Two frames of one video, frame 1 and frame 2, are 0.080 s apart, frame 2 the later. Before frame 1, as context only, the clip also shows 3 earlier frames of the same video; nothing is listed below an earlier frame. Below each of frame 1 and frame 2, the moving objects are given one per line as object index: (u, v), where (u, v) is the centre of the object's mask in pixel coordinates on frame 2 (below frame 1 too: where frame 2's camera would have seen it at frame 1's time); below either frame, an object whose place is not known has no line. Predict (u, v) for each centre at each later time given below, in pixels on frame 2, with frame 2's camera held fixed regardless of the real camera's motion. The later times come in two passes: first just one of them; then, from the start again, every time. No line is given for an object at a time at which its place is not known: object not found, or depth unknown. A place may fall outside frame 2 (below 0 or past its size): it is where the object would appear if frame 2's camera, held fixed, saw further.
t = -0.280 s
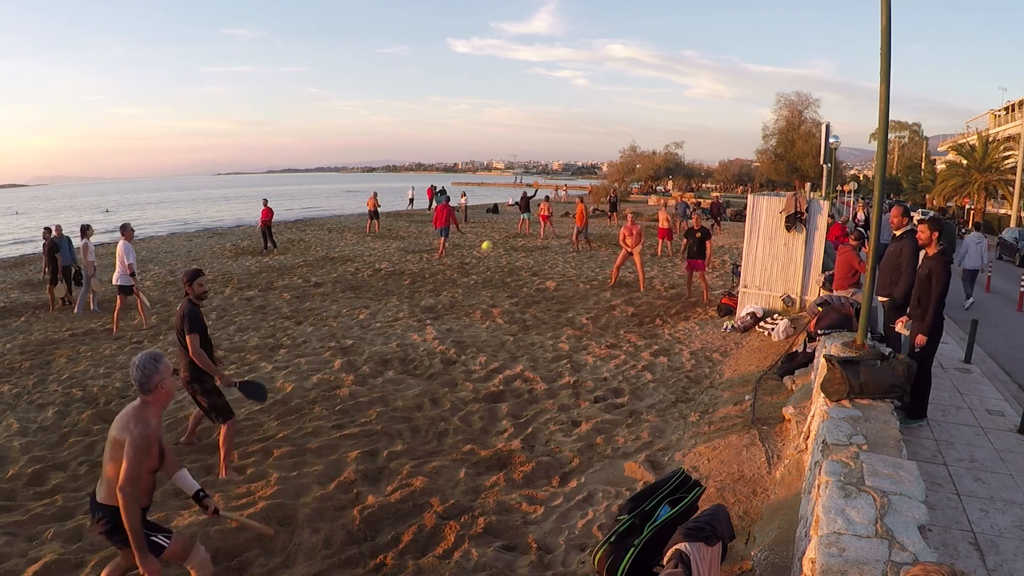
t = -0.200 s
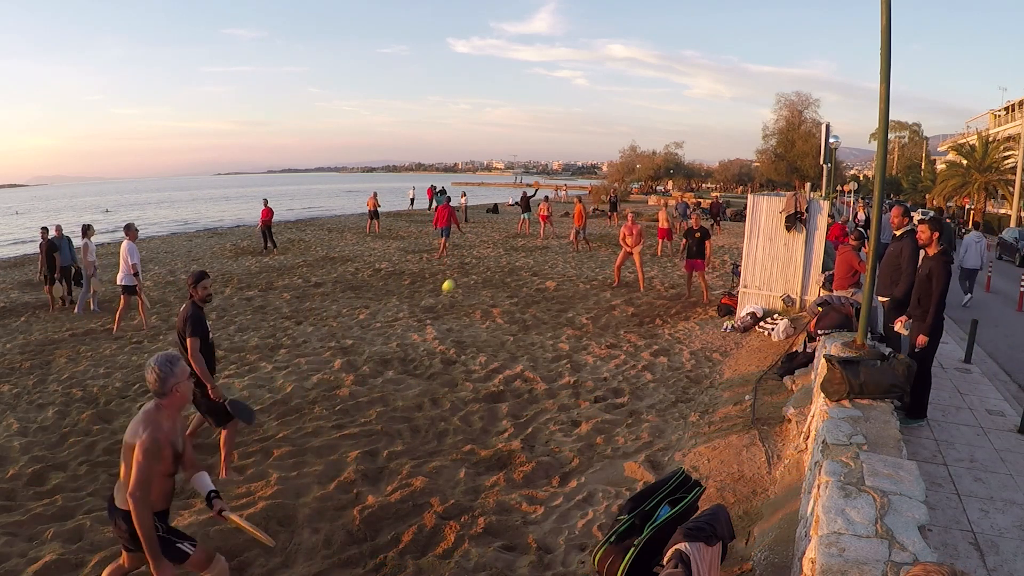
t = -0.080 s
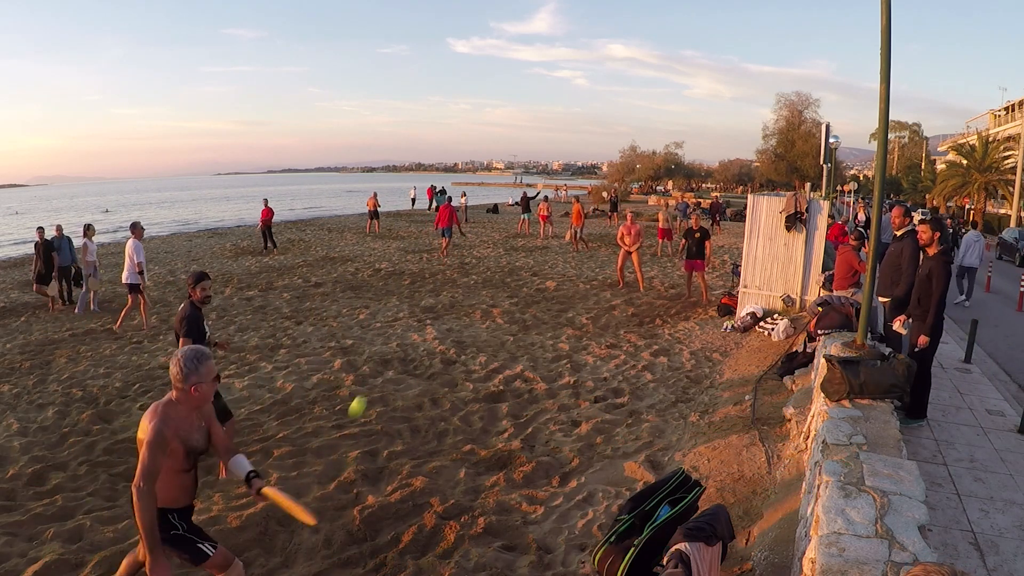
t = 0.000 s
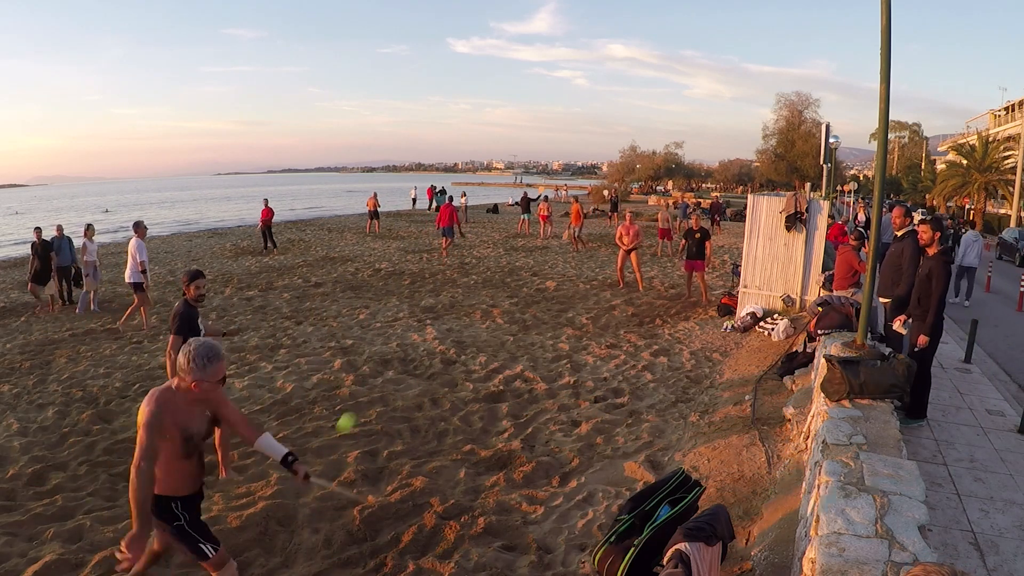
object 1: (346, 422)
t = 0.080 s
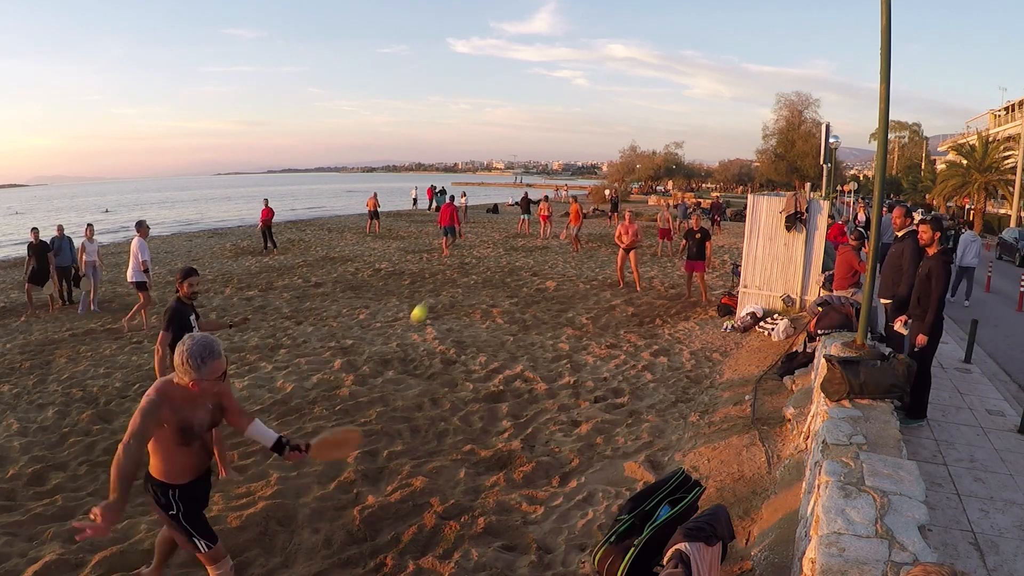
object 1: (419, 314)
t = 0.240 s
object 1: (529, 177)
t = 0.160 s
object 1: (480, 232)
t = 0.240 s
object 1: (529, 177)
